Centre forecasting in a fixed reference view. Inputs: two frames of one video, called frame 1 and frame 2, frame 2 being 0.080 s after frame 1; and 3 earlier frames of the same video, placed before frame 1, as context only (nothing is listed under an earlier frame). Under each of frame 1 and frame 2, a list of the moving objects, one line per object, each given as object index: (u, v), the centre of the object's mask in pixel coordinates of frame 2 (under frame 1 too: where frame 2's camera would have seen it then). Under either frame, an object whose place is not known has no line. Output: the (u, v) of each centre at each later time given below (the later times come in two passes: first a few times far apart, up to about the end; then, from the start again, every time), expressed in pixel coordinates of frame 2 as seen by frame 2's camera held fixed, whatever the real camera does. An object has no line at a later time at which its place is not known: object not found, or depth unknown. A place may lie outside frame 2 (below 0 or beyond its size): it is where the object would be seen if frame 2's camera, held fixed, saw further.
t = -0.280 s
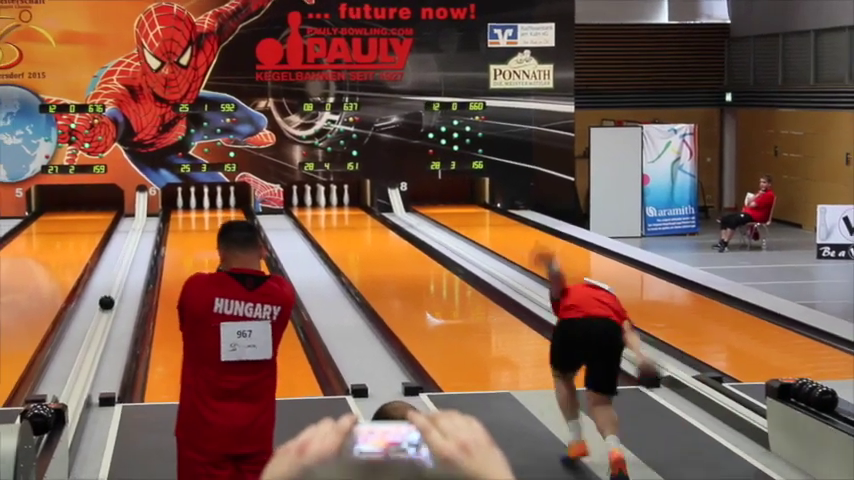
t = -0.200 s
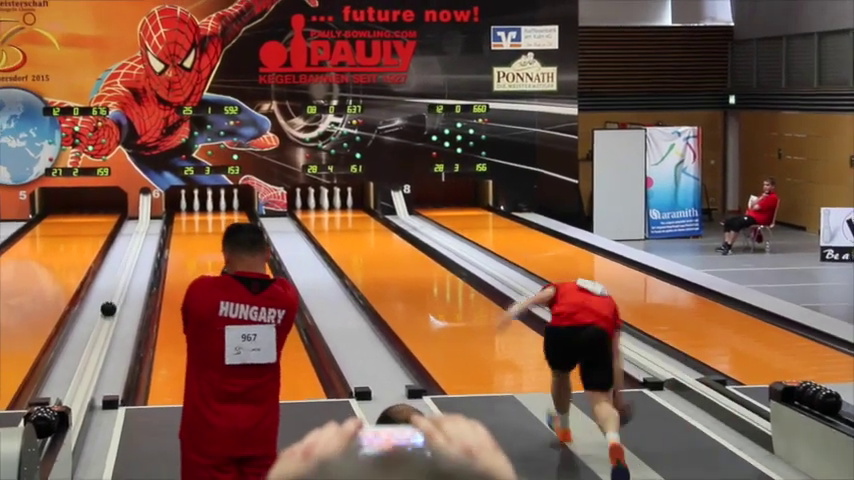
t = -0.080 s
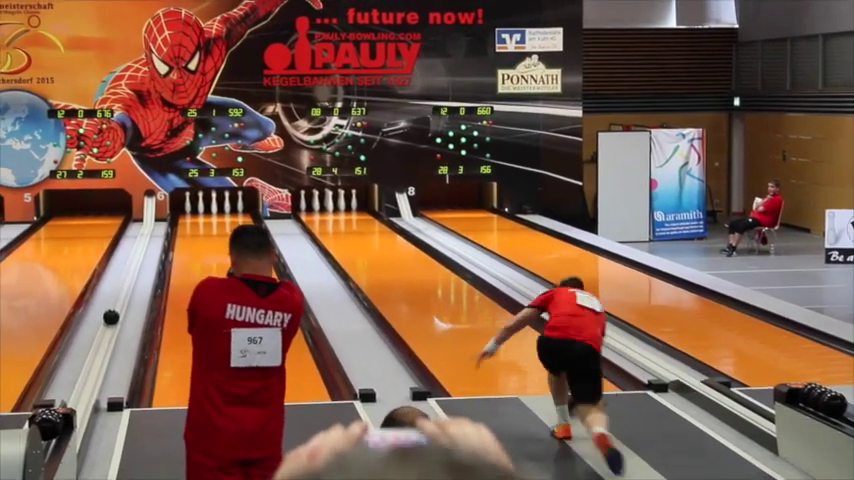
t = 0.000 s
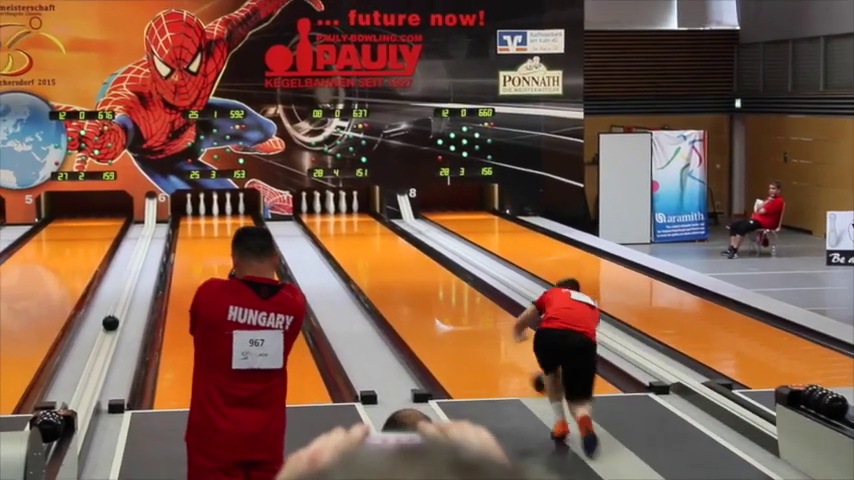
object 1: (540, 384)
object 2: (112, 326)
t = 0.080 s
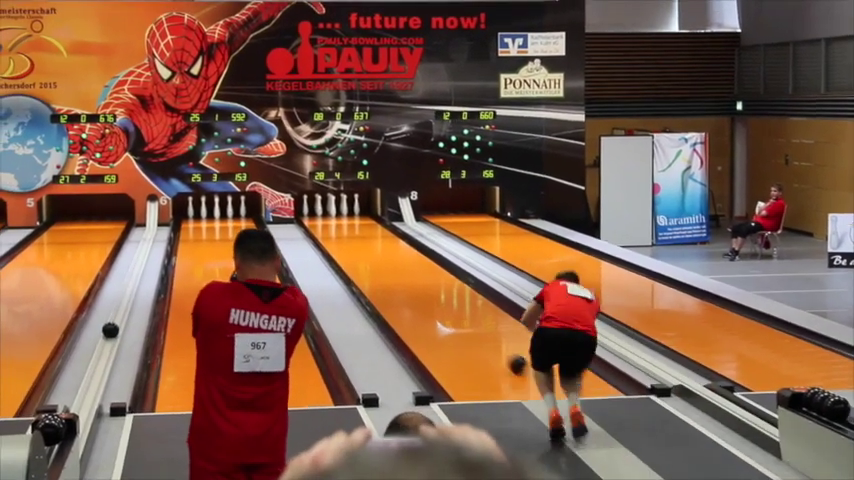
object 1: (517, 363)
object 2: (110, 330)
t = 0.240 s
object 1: (477, 330)
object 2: (107, 339)
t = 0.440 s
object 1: (439, 299)
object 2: (102, 351)
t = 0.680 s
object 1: (406, 272)
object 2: (96, 367)
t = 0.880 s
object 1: (385, 254)
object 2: (90, 383)
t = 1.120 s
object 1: (365, 238)
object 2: (82, 403)
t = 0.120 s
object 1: (506, 354)
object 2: (109, 332)
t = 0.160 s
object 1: (496, 344)
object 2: (109, 335)
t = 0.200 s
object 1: (486, 337)
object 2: (108, 337)
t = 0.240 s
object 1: (477, 330)
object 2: (107, 339)
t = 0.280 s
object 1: (468, 323)
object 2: (106, 342)
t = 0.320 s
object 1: (460, 316)
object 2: (105, 344)
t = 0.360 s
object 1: (453, 311)
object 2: (104, 346)
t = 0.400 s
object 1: (446, 305)
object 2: (103, 349)
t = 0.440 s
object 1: (439, 299)
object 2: (102, 351)
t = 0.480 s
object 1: (433, 294)
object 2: (101, 354)
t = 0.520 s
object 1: (427, 289)
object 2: (100, 356)
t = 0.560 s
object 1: (421, 284)
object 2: (99, 359)
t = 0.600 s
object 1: (415, 280)
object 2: (98, 362)
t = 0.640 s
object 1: (411, 276)
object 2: (97, 364)
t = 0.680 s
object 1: (406, 272)
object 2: (96, 367)
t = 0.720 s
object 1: (401, 268)
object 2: (95, 370)
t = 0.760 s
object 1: (397, 264)
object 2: (94, 373)
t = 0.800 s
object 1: (393, 261)
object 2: (93, 376)
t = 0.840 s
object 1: (389, 258)
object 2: (91, 380)
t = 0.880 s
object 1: (385, 254)
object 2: (90, 383)
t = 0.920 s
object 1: (381, 251)
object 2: (89, 386)
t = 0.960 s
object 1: (378, 249)
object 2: (88, 389)
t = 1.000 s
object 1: (374, 246)
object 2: (86, 393)
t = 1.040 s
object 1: (371, 243)
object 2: (85, 396)
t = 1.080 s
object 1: (368, 240)
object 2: (84, 399)
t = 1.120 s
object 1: (365, 238)
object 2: (82, 403)
